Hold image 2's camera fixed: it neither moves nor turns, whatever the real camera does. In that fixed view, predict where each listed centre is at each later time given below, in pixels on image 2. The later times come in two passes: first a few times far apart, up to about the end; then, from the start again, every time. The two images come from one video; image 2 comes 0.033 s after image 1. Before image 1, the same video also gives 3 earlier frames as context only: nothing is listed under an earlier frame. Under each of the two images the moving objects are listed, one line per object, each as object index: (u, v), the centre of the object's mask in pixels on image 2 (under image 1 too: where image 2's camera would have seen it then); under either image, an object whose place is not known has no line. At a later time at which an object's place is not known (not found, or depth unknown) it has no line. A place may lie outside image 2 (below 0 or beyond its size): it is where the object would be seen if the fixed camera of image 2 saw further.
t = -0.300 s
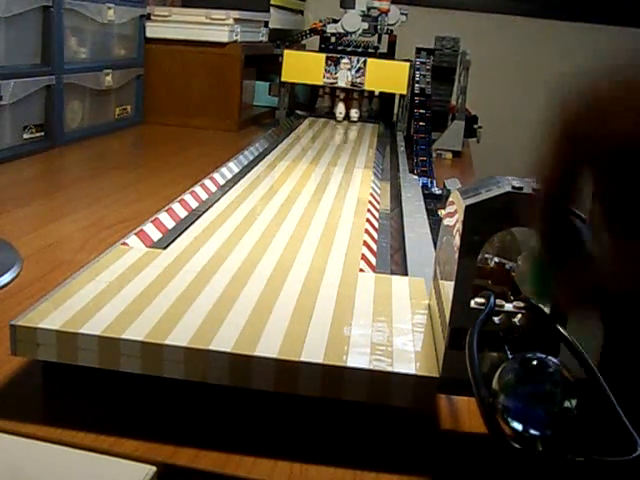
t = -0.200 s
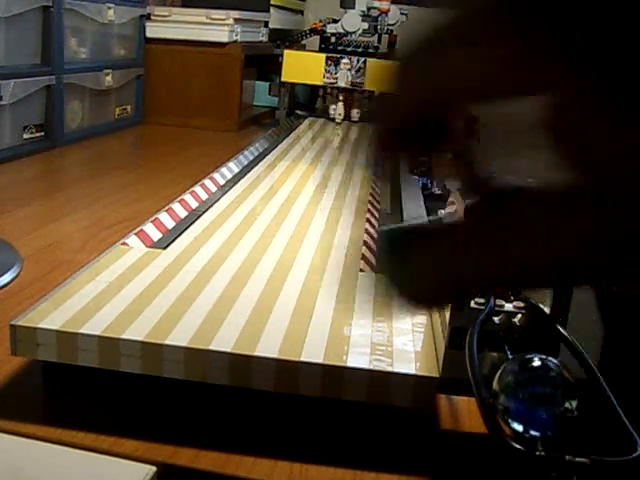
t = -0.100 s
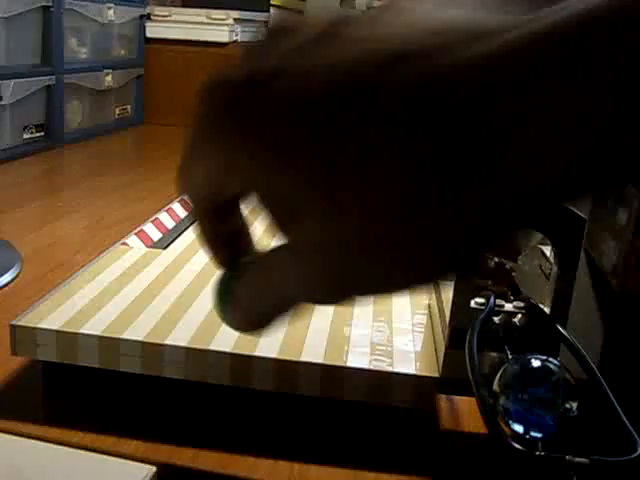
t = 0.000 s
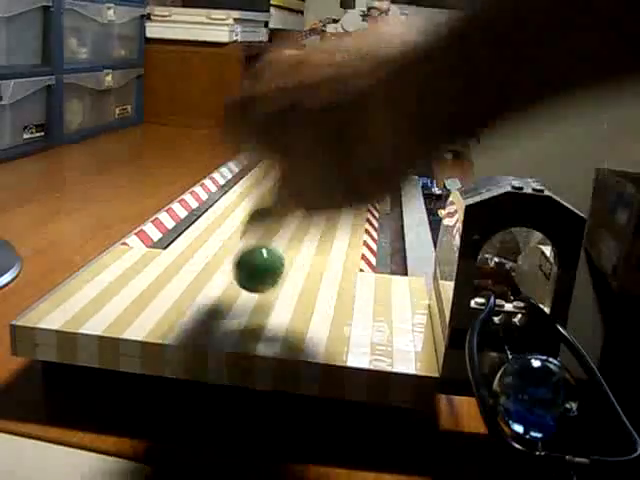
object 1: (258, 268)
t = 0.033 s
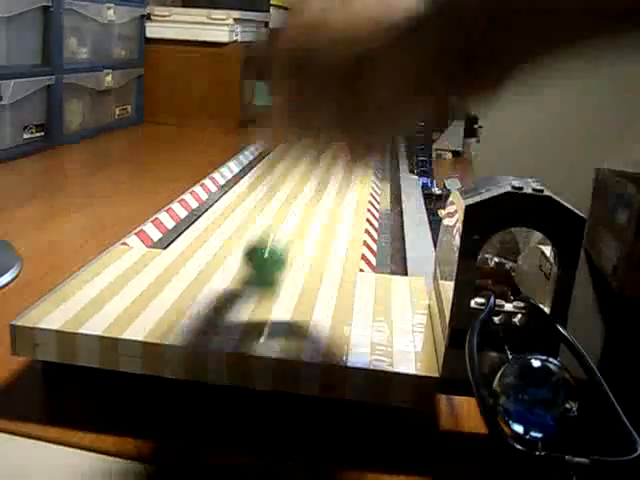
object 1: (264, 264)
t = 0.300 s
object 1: (304, 178)
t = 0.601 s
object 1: (332, 139)
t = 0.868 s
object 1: (349, 120)
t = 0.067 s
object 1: (271, 245)
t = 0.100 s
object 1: (277, 232)
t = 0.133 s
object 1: (282, 220)
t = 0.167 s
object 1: (287, 209)
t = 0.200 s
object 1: (291, 199)
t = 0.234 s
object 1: (295, 192)
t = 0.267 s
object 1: (299, 185)
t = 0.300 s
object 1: (304, 178)
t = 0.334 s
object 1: (308, 172)
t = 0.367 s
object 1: (312, 167)
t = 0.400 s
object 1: (315, 161)
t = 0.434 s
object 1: (318, 157)
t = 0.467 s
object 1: (322, 153)
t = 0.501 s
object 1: (324, 149)
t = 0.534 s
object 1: (327, 146)
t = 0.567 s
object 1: (329, 143)
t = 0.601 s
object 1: (332, 139)
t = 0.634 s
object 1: (335, 136)
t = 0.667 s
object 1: (337, 133)
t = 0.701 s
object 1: (340, 130)
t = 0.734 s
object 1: (341, 128)
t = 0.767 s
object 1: (343, 126)
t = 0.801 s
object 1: (344, 123)
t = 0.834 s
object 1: (347, 121)
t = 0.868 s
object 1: (349, 120)
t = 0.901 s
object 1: (352, 118)
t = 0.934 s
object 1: (353, 117)
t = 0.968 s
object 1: (356, 115)
